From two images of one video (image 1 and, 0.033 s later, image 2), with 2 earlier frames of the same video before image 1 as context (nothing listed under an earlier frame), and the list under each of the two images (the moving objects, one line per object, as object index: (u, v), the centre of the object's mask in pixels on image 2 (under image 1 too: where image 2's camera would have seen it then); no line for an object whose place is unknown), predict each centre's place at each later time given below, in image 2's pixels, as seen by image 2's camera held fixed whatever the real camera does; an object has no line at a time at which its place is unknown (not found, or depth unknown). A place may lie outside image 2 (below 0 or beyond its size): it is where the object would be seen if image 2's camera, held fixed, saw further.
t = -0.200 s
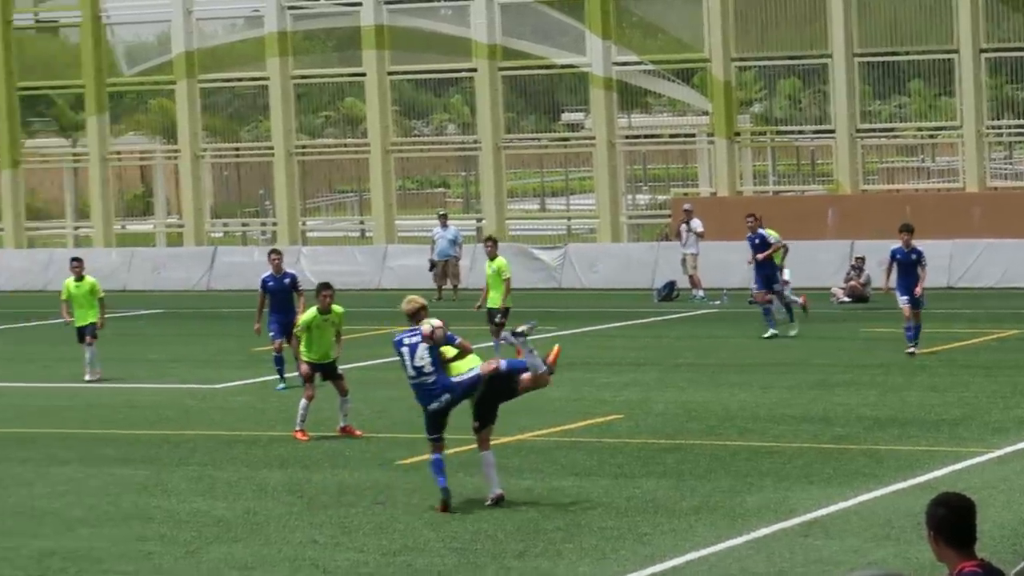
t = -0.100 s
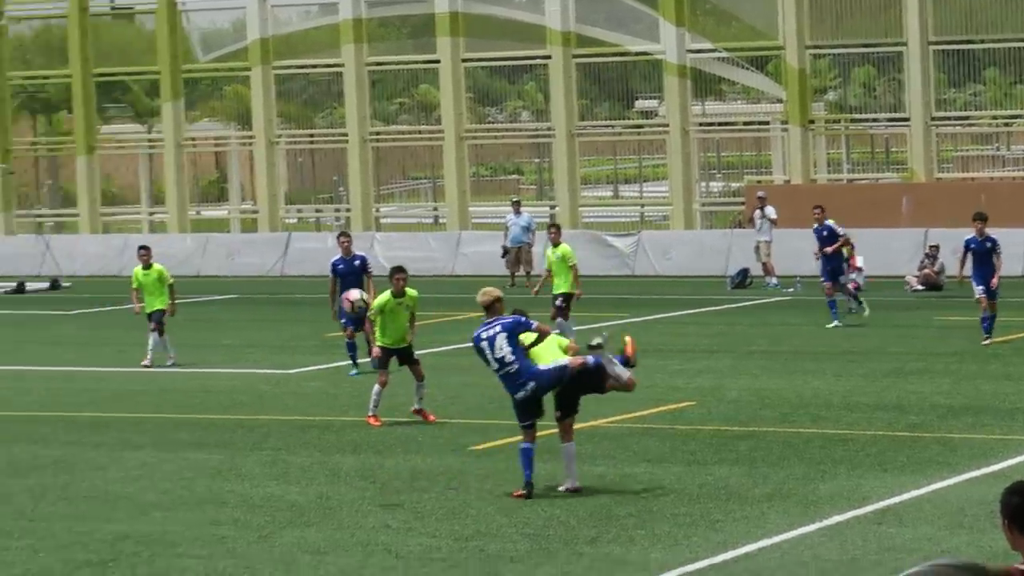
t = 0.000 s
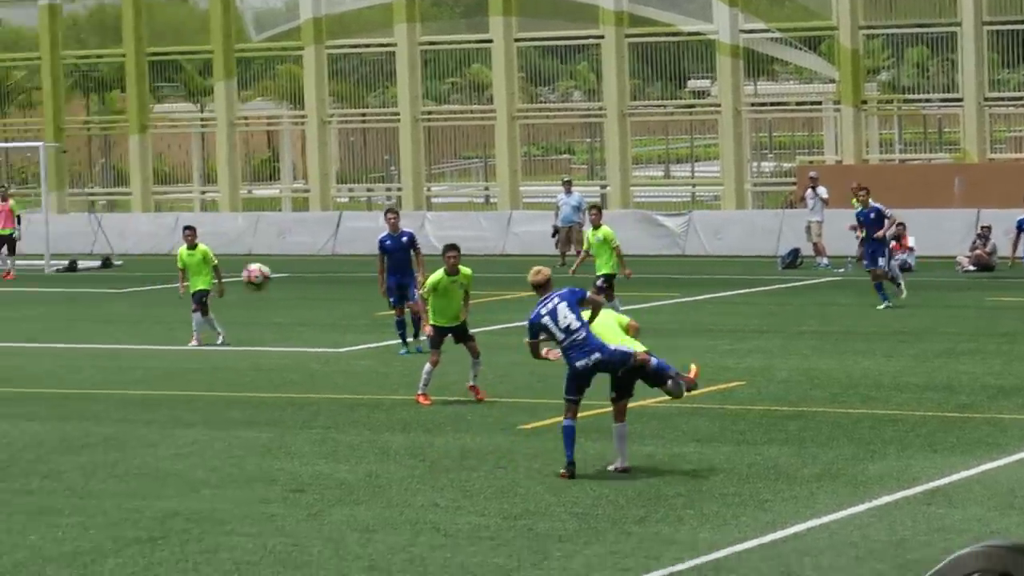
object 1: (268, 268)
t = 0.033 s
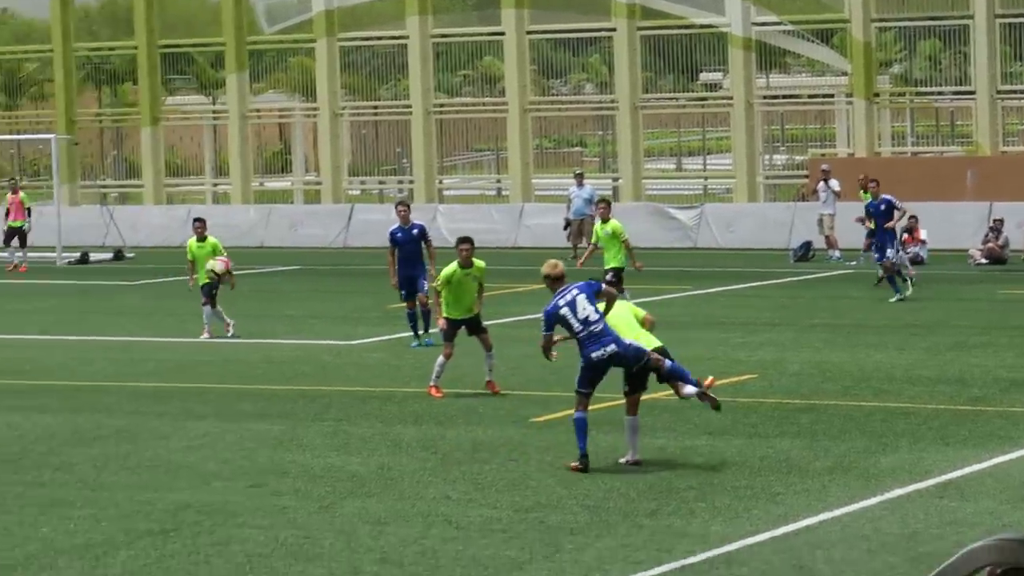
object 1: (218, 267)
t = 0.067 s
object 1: (170, 273)
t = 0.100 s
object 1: (122, 276)
